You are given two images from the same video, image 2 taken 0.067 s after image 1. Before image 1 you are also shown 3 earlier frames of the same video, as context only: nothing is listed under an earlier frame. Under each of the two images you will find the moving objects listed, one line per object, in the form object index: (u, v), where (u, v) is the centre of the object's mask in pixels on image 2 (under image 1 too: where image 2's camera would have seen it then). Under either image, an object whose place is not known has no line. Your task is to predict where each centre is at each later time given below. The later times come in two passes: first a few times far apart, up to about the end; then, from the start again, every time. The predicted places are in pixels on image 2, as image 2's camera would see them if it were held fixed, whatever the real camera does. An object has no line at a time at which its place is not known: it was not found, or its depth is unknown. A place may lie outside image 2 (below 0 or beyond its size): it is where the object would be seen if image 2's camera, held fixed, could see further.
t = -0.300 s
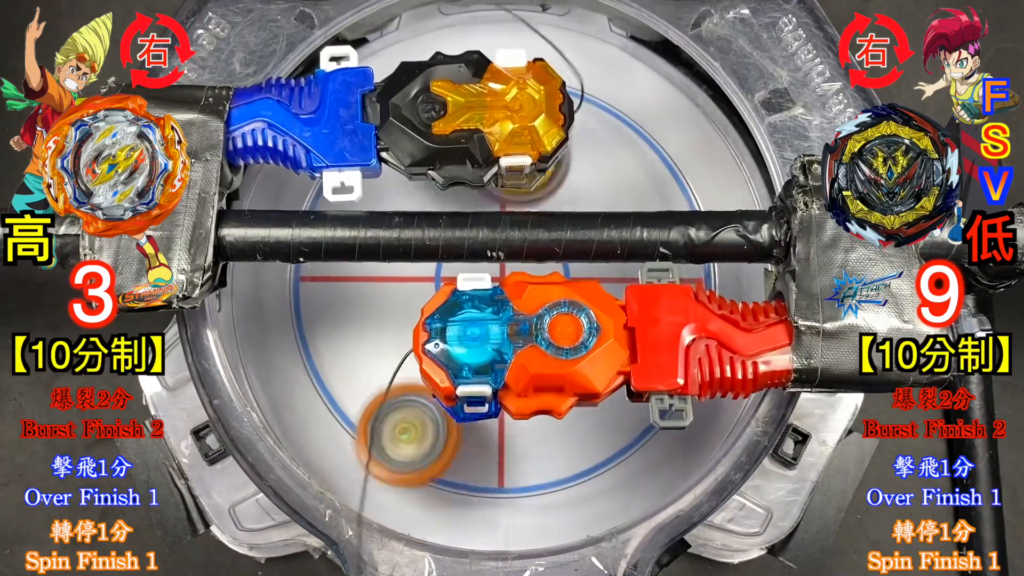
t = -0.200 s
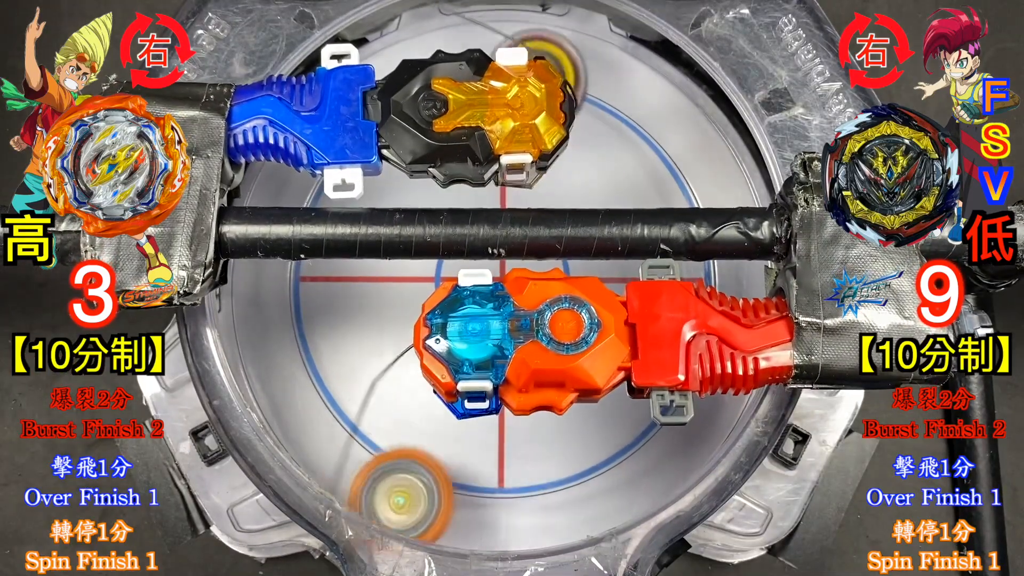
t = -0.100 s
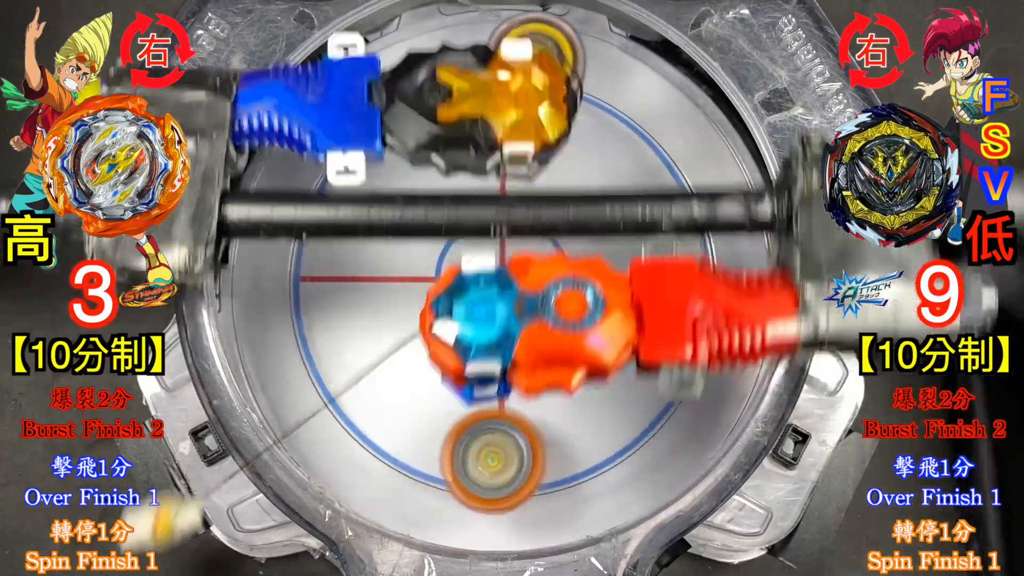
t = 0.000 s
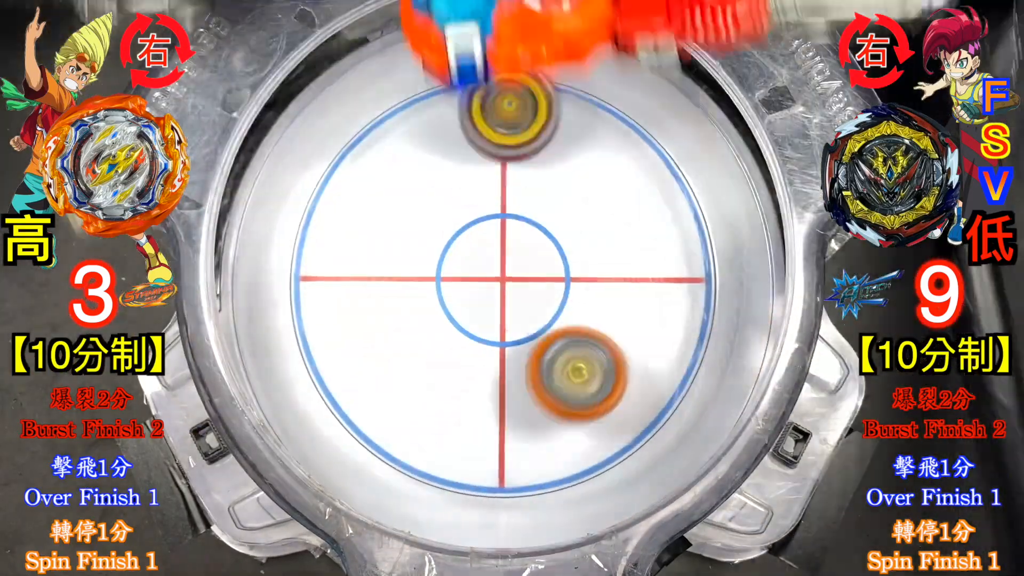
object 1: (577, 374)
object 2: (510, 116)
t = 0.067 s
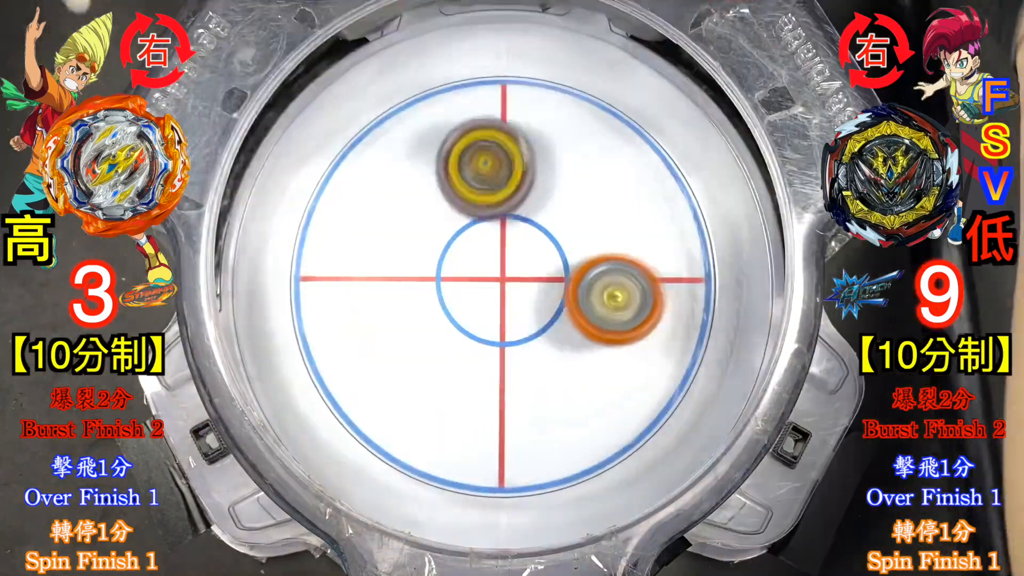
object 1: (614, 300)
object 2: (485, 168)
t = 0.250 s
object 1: (573, 112)
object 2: (433, 369)
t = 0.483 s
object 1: (326, 229)
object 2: (514, 467)
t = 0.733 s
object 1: (439, 497)
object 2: (625, 225)
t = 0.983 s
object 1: (509, 418)
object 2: (479, 50)
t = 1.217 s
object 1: (390, 159)
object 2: (250, 228)
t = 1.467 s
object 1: (472, 200)
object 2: (593, 368)
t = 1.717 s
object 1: (541, 398)
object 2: (650, 194)
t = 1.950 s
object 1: (557, 407)
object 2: (340, 120)
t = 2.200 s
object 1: (523, 245)
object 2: (471, 478)
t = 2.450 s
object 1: (406, 184)
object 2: (632, 182)
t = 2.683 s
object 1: (363, 311)
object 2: (340, 129)
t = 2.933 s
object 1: (505, 466)
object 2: (471, 355)
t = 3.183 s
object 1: (656, 354)
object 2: (740, 272)
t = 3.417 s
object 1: (441, 166)
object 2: (641, 109)
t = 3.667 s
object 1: (251, 196)
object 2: (425, 320)
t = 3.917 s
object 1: (434, 252)
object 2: (429, 440)
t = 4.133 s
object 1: (691, 161)
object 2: (530, 471)
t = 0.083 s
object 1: (620, 280)
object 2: (478, 185)
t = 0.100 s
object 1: (624, 260)
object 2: (472, 201)
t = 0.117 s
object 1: (626, 240)
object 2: (466, 220)
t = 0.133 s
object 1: (626, 221)
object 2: (458, 238)
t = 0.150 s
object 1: (625, 201)
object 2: (453, 256)
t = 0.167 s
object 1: (621, 182)
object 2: (447, 276)
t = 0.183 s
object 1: (616, 164)
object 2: (442, 295)
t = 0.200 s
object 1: (609, 145)
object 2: (439, 313)
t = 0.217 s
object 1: (601, 128)
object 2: (436, 333)
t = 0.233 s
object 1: (587, 119)
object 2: (433, 352)
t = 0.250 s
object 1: (573, 112)
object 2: (433, 369)
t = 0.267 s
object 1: (557, 109)
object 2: (433, 388)
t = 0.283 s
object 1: (538, 110)
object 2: (433, 405)
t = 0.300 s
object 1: (520, 113)
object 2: (436, 419)
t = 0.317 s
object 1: (501, 117)
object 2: (439, 435)
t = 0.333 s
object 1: (482, 122)
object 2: (441, 449)
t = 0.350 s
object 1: (462, 129)
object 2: (446, 460)
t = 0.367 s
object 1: (443, 137)
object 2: (452, 469)
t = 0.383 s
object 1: (424, 146)
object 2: (458, 476)
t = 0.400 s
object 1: (406, 157)
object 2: (466, 479)
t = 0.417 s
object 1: (387, 169)
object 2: (475, 480)
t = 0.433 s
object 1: (370, 182)
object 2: (484, 481)
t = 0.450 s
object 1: (353, 196)
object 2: (493, 479)
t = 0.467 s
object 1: (337, 212)
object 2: (503, 474)
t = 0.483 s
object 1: (326, 229)
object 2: (514, 467)
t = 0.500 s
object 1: (319, 249)
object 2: (525, 459)
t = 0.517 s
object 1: (314, 269)
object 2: (534, 450)
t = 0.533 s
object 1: (313, 290)
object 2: (544, 437)
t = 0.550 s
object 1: (313, 310)
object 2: (554, 424)
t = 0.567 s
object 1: (313, 331)
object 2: (564, 411)
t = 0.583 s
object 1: (315, 352)
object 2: (573, 396)
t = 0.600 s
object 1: (317, 373)
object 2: (581, 380)
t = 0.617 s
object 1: (325, 393)
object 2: (589, 363)
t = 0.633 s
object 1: (336, 412)
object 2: (598, 344)
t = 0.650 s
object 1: (348, 430)
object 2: (605, 326)
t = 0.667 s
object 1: (364, 446)
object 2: (611, 307)
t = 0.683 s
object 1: (381, 460)
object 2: (616, 287)
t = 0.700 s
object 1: (399, 474)
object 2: (619, 266)
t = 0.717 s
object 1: (419, 486)
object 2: (623, 245)
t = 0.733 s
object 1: (439, 497)
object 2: (625, 225)
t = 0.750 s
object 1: (460, 505)
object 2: (625, 205)
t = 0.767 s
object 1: (481, 512)
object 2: (624, 186)
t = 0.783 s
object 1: (501, 518)
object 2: (621, 167)
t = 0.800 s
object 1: (521, 522)
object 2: (616, 147)
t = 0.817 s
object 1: (543, 523)
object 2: (611, 129)
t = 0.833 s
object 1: (566, 532)
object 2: (605, 113)
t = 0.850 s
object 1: (584, 537)
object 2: (597, 99)
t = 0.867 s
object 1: (591, 534)
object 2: (584, 86)
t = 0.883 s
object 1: (582, 510)
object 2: (572, 76)
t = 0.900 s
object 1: (571, 504)
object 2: (558, 67)
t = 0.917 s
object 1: (560, 495)
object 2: (545, 58)
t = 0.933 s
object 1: (548, 479)
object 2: (530, 51)
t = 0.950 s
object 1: (537, 458)
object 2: (515, 47)
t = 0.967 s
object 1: (522, 438)
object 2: (497, 46)
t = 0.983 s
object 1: (509, 418)
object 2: (479, 50)
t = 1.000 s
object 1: (497, 396)
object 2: (459, 54)
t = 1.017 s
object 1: (486, 375)
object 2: (440, 60)
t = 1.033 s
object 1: (473, 351)
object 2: (421, 68)
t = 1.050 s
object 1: (461, 330)
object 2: (402, 78)
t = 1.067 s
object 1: (450, 307)
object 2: (384, 89)
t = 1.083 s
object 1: (441, 287)
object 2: (366, 101)
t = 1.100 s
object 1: (431, 263)
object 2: (349, 116)
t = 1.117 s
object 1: (419, 243)
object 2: (332, 131)
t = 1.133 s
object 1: (410, 223)
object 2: (316, 147)
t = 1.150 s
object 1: (400, 205)
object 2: (302, 164)
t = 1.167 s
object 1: (396, 189)
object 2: (284, 178)
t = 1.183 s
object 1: (392, 179)
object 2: (269, 195)
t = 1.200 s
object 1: (391, 167)
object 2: (258, 211)
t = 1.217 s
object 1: (390, 159)
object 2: (250, 228)
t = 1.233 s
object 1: (390, 149)
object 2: (255, 238)
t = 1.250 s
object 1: (390, 143)
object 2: (268, 248)
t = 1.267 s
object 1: (392, 137)
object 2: (289, 258)
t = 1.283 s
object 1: (397, 135)
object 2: (311, 269)
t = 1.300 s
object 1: (400, 134)
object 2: (333, 280)
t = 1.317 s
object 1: (407, 136)
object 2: (357, 291)
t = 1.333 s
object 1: (413, 138)
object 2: (381, 302)
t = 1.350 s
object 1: (421, 141)
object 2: (406, 313)
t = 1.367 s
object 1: (427, 147)
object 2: (432, 324)
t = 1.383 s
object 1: (435, 153)
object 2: (458, 333)
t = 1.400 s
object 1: (444, 161)
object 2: (485, 343)
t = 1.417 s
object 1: (449, 169)
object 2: (512, 351)
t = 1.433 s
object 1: (458, 179)
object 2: (539, 358)
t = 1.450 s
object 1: (465, 190)
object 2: (566, 364)
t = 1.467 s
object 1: (472, 200)
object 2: (593, 368)
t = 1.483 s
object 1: (478, 214)
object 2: (621, 372)
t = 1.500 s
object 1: (484, 227)
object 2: (646, 373)
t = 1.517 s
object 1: (491, 239)
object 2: (671, 373)
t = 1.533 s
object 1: (494, 254)
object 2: (693, 371)
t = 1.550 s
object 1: (500, 268)
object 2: (711, 366)
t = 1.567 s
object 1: (506, 283)
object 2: (724, 360)
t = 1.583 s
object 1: (509, 297)
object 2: (726, 346)
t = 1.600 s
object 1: (513, 312)
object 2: (725, 330)
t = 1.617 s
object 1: (519, 327)
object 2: (721, 312)
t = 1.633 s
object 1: (522, 338)
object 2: (714, 294)
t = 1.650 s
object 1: (527, 352)
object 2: (704, 274)
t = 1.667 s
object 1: (532, 366)
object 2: (693, 255)
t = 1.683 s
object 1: (534, 376)
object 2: (681, 234)
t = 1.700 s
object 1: (537, 388)
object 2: (666, 214)
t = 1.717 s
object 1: (541, 398)
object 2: (650, 194)
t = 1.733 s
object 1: (542, 405)
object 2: (633, 175)
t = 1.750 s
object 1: (544, 414)
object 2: (614, 156)
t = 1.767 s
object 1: (546, 421)
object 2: (594, 139)
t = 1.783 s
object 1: (548, 424)
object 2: (575, 123)
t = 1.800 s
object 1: (549, 429)
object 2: (553, 106)
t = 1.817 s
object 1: (551, 433)
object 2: (532, 92)
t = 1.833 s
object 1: (552, 432)
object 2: (508, 79)
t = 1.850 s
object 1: (553, 433)
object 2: (483, 69)
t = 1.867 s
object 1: (555, 432)
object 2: (457, 62)
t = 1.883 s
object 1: (555, 429)
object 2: (430, 57)
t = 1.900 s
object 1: (555, 425)
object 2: (405, 60)
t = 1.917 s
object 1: (558, 421)
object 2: (384, 78)
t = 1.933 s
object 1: (556, 414)
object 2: (362, 98)
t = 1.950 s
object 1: (557, 407)
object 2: (340, 120)
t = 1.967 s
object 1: (558, 398)
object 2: (320, 142)
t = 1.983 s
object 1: (557, 390)
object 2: (301, 166)
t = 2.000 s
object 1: (556, 381)
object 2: (283, 190)
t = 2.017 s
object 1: (556, 369)
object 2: (269, 215)
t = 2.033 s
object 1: (555, 359)
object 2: (257, 241)
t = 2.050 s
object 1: (555, 349)
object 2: (257, 267)
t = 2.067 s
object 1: (552, 336)
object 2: (270, 294)
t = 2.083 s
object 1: (550, 325)
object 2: (289, 320)
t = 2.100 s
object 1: (549, 312)
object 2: (310, 346)
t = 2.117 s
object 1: (545, 301)
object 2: (332, 372)
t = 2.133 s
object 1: (541, 290)
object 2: (358, 396)
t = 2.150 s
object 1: (538, 277)
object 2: (385, 419)
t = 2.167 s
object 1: (534, 267)
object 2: (411, 440)
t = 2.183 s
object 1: (530, 256)
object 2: (440, 461)
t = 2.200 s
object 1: (523, 245)
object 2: (471, 478)
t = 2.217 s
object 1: (518, 236)
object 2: (505, 492)
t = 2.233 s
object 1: (513, 226)
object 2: (537, 499)
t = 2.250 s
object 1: (505, 218)
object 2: (568, 501)
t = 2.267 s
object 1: (499, 211)
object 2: (598, 499)
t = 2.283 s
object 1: (490, 203)
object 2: (618, 491)
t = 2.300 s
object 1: (482, 197)
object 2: (629, 468)
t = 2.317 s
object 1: (475, 191)
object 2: (636, 439)
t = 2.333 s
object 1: (465, 188)
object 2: (638, 406)
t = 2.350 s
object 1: (457, 185)
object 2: (641, 373)
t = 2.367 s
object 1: (448, 181)
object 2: (641, 340)
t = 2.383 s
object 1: (439, 180)
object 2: (642, 307)
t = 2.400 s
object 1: (432, 179)
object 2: (640, 274)
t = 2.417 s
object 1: (423, 180)
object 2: (640, 243)
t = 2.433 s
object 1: (415, 183)
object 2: (636, 212)
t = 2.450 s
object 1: (406, 184)
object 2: (632, 182)
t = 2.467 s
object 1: (399, 188)
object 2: (627, 153)
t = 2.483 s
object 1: (393, 192)
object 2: (619, 126)
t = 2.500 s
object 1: (386, 198)
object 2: (608, 99)
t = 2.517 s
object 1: (381, 205)
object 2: (596, 75)
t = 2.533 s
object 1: (375, 212)
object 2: (584, 54)
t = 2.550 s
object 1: (371, 221)
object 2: (560, 50)
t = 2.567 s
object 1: (367, 228)
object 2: (534, 55)
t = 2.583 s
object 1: (364, 239)
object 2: (505, 60)
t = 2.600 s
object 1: (363, 250)
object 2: (480, 66)
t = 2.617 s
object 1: (360, 261)
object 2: (452, 73)
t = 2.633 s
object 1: (360, 274)
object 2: (426, 84)
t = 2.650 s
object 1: (359, 285)
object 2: (395, 95)
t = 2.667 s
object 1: (360, 299)
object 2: (368, 111)
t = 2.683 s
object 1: (363, 311)
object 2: (340, 129)
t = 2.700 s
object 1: (365, 327)
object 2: (316, 148)
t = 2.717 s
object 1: (369, 340)
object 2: (292, 168)
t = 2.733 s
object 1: (372, 354)
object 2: (273, 188)
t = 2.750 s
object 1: (379, 369)
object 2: (258, 211)
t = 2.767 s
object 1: (385, 381)
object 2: (250, 231)
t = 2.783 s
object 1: (394, 396)
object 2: (258, 244)
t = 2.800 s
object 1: (403, 407)
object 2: (276, 256)
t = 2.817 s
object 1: (412, 420)
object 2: (299, 269)
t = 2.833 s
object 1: (425, 430)
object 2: (322, 282)
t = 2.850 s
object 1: (435, 441)
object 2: (347, 296)
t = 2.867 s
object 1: (450, 448)
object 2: (371, 308)
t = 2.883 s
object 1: (461, 455)
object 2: (397, 320)
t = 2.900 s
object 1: (476, 461)
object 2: (421, 333)
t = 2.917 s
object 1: (490, 463)
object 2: (446, 344)
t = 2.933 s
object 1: (505, 466)
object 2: (471, 355)
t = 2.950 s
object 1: (519, 465)
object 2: (496, 364)
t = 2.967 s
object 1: (534, 466)
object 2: (521, 369)
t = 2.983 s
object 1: (549, 470)
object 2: (545, 371)
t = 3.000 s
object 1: (561, 474)
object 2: (570, 370)
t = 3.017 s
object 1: (575, 472)
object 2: (594, 369)
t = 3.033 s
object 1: (586, 471)
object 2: (617, 365)
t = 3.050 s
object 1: (599, 465)
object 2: (639, 359)
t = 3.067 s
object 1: (609, 460)
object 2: (659, 354)
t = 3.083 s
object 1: (621, 450)
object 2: (678, 346)
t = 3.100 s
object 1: (630, 440)
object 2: (696, 337)
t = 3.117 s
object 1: (640, 426)
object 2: (711, 328)
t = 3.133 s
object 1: (645, 411)
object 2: (724, 314)
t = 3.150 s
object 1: (652, 392)
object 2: (734, 303)
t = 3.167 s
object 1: (654, 375)
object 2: (740, 289)
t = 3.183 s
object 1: (656, 354)
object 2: (740, 272)
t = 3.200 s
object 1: (656, 335)
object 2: (736, 255)
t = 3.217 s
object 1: (655, 313)
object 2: (731, 237)
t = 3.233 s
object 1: (650, 295)
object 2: (724, 218)
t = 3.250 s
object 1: (640, 278)
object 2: (722, 197)
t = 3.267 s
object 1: (624, 266)
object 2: (719, 177)
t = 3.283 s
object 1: (607, 252)
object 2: (714, 156)
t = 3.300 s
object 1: (590, 239)
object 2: (707, 137)
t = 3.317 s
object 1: (572, 226)
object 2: (700, 120)
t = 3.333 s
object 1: (553, 215)
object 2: (690, 103)
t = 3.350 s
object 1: (533, 203)
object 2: (677, 87)
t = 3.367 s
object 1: (513, 192)
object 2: (670, 84)
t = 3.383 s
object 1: (489, 182)
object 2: (663, 89)
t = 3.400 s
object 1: (466, 173)
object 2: (654, 97)
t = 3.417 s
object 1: (441, 166)
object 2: (641, 109)
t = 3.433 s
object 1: (417, 159)
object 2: (629, 122)
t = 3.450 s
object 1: (392, 155)
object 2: (615, 136)
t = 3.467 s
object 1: (369, 151)
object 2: (600, 149)
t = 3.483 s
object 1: (348, 153)
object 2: (584, 163)
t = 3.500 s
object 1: (327, 154)
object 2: (568, 178)
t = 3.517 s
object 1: (309, 157)
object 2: (554, 193)
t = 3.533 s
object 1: (289, 161)
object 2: (536, 207)
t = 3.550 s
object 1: (277, 166)
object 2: (520, 221)
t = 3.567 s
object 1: (265, 176)
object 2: (505, 235)
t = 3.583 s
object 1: (256, 185)
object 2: (490, 249)
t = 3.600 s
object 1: (249, 197)
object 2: (475, 263)
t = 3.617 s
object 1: (243, 205)
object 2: (460, 277)
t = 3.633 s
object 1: (242, 205)
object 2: (448, 291)
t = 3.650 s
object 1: (247, 201)
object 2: (436, 305)
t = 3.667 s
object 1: (251, 196)
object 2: (425, 320)
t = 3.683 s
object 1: (255, 195)
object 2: (414, 333)
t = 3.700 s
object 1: (260, 191)
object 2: (405, 345)
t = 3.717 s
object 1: (267, 188)
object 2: (398, 358)
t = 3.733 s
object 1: (272, 188)
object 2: (392, 370)
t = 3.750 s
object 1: (282, 188)
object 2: (386, 382)
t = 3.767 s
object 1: (295, 192)
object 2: (383, 392)
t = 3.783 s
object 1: (308, 195)
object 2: (383, 401)
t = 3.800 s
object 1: (323, 198)
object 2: (384, 409)
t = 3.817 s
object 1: (337, 205)
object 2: (386, 417)
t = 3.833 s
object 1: (352, 211)
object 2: (390, 423)
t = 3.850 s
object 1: (369, 218)
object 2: (395, 428)
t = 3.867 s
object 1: (384, 226)
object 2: (402, 432)
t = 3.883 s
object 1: (400, 233)
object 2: (410, 436)
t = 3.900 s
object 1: (418, 243)
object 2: (419, 439)
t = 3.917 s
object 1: (434, 252)
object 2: (429, 440)
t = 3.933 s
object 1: (451, 260)
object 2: (440, 439)
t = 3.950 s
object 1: (468, 271)
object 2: (452, 436)
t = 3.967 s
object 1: (484, 280)
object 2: (465, 431)
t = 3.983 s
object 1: (502, 288)
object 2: (478, 425)
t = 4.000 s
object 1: (517, 297)
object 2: (494, 417)
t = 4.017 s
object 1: (532, 305)
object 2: (508, 409)
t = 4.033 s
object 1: (554, 297)
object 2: (515, 415)
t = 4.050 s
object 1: (581, 275)
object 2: (517, 430)
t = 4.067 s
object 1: (608, 253)
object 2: (519, 444)
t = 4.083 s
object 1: (630, 230)
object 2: (522, 454)
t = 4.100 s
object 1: (654, 206)
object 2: (524, 463)
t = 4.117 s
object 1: (674, 182)
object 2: (527, 471)
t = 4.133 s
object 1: (691, 161)
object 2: (530, 471)
